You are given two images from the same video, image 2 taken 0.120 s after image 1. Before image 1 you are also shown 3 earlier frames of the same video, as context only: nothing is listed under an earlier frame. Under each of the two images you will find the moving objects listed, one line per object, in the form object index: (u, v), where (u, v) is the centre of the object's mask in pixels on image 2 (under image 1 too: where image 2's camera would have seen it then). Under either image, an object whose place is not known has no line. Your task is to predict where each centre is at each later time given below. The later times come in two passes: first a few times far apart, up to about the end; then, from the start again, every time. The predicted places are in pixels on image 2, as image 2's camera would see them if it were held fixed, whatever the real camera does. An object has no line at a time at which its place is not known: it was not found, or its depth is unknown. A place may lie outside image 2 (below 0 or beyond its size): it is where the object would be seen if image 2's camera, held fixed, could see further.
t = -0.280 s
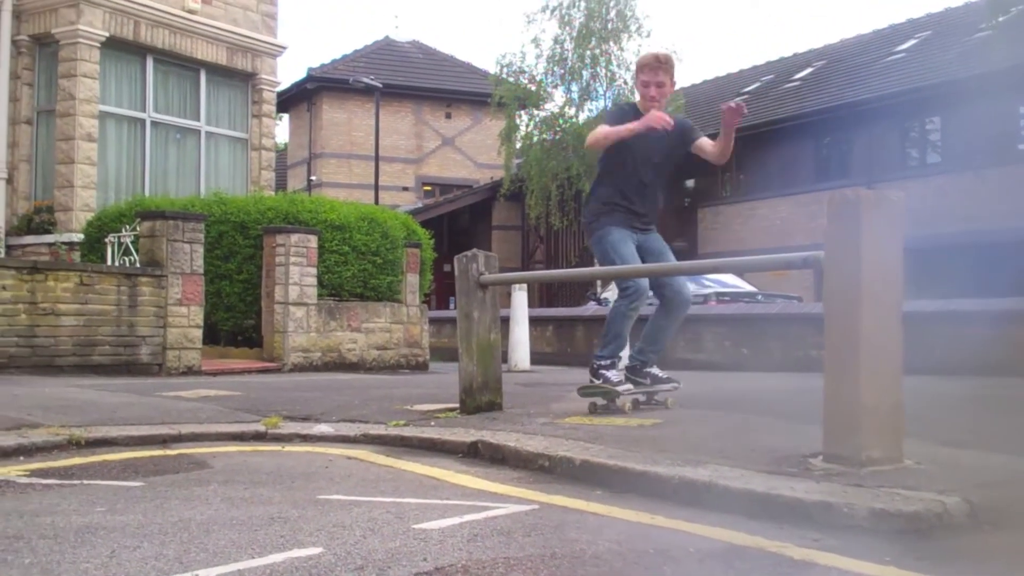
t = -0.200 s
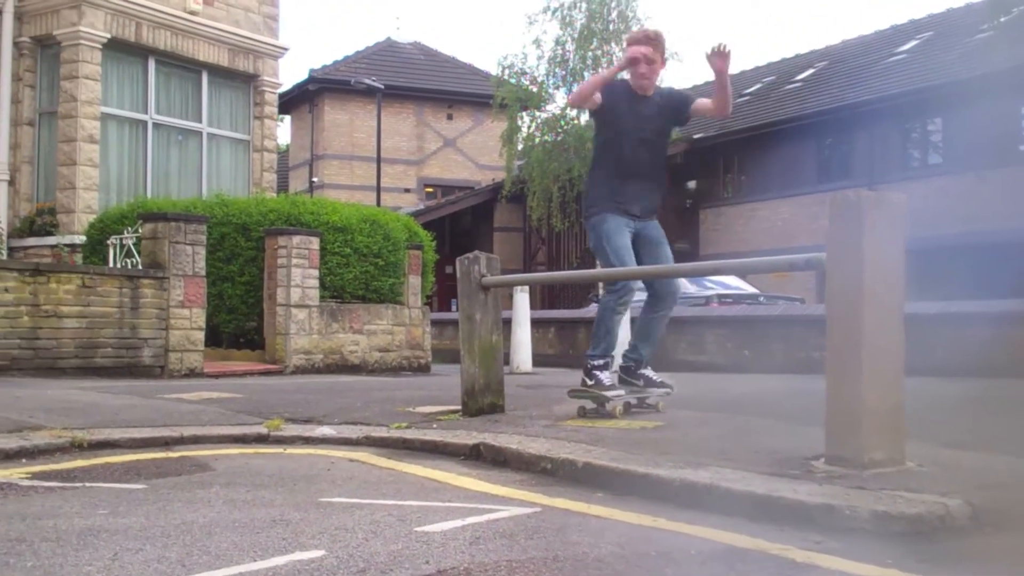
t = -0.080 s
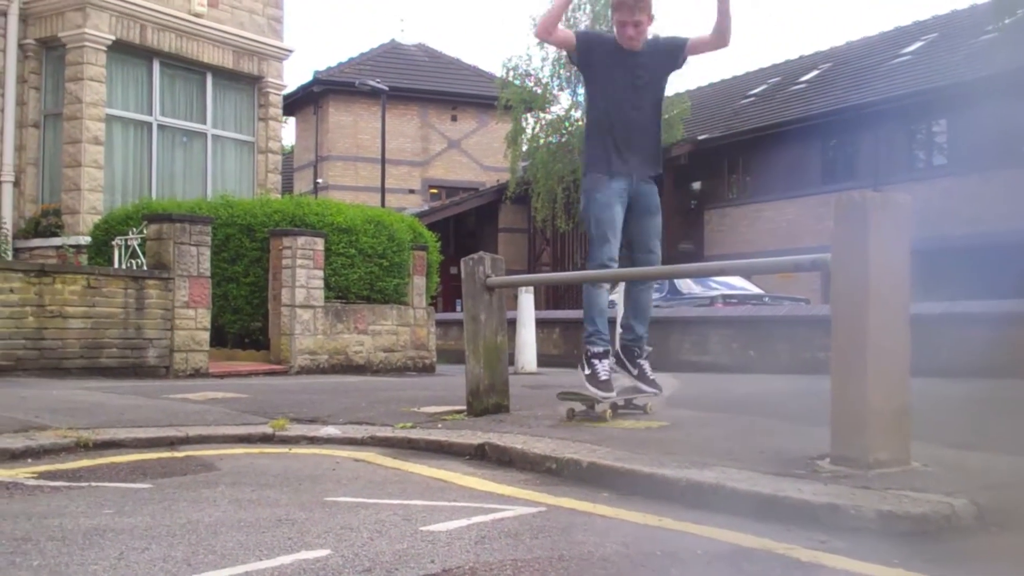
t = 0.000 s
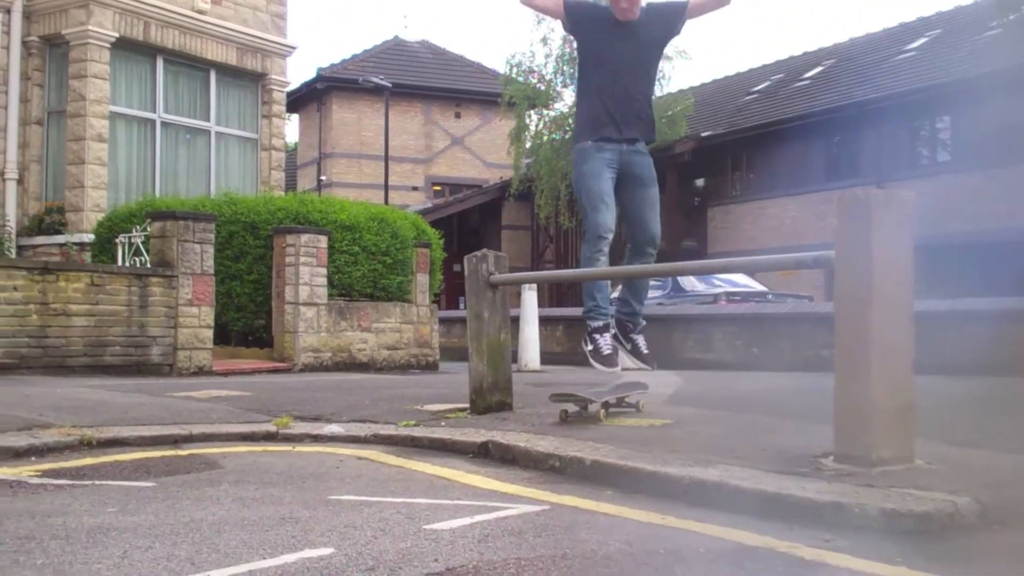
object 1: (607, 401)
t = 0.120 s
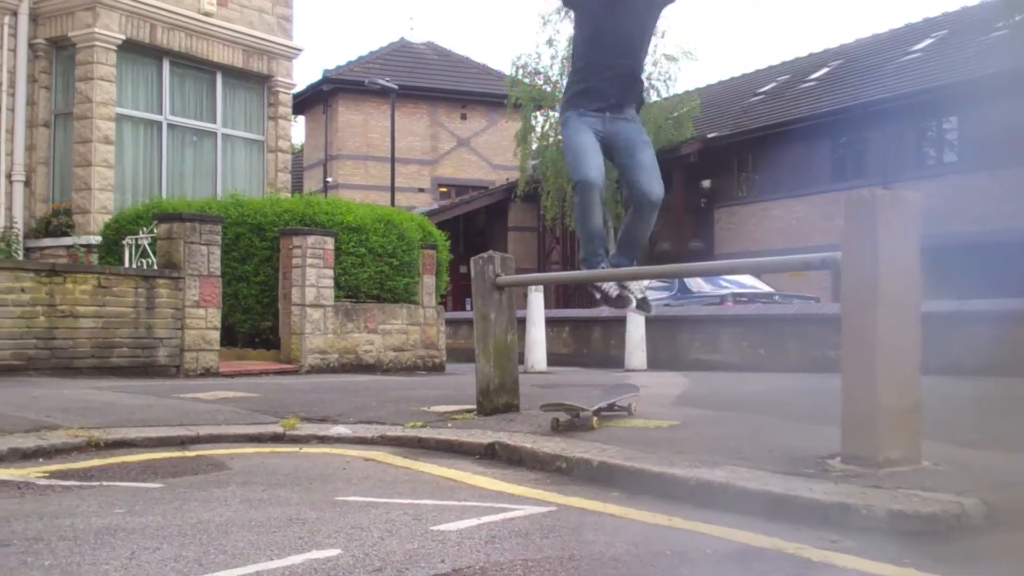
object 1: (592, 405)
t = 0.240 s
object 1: (577, 409)
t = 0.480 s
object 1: (547, 415)
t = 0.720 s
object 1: (511, 427)
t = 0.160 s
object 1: (588, 407)
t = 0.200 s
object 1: (583, 409)
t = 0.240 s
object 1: (577, 409)
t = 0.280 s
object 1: (572, 410)
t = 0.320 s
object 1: (568, 411)
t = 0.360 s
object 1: (563, 412)
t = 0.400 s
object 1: (558, 413)
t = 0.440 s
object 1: (553, 414)
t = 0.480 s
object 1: (547, 415)
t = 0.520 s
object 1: (543, 416)
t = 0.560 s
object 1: (537, 418)
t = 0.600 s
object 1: (531, 420)
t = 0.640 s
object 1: (524, 422)
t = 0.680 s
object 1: (519, 424)
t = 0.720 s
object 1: (511, 427)
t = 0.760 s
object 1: (508, 431)
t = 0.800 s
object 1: (503, 433)
